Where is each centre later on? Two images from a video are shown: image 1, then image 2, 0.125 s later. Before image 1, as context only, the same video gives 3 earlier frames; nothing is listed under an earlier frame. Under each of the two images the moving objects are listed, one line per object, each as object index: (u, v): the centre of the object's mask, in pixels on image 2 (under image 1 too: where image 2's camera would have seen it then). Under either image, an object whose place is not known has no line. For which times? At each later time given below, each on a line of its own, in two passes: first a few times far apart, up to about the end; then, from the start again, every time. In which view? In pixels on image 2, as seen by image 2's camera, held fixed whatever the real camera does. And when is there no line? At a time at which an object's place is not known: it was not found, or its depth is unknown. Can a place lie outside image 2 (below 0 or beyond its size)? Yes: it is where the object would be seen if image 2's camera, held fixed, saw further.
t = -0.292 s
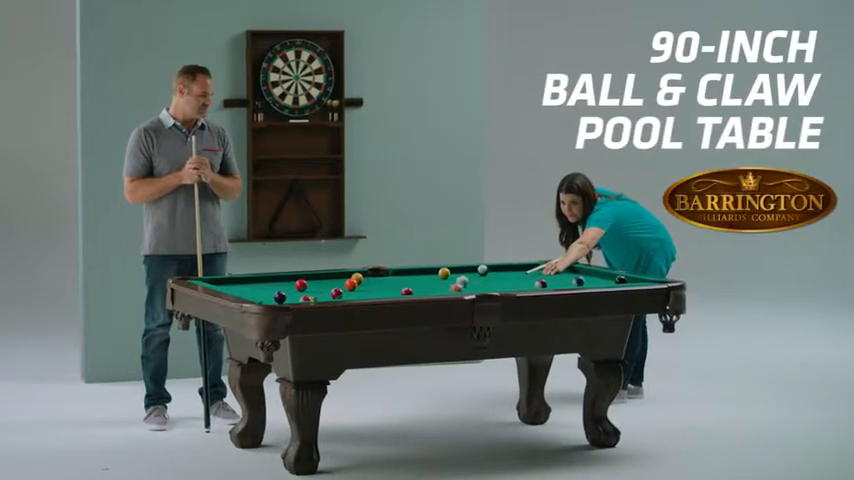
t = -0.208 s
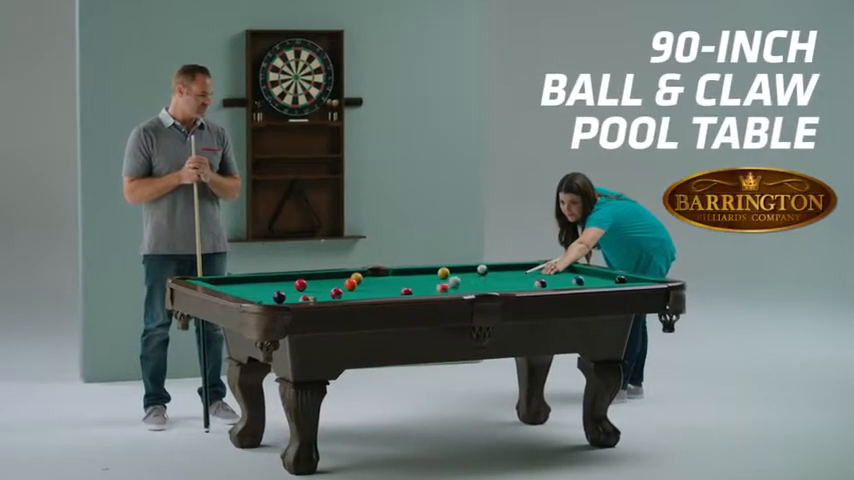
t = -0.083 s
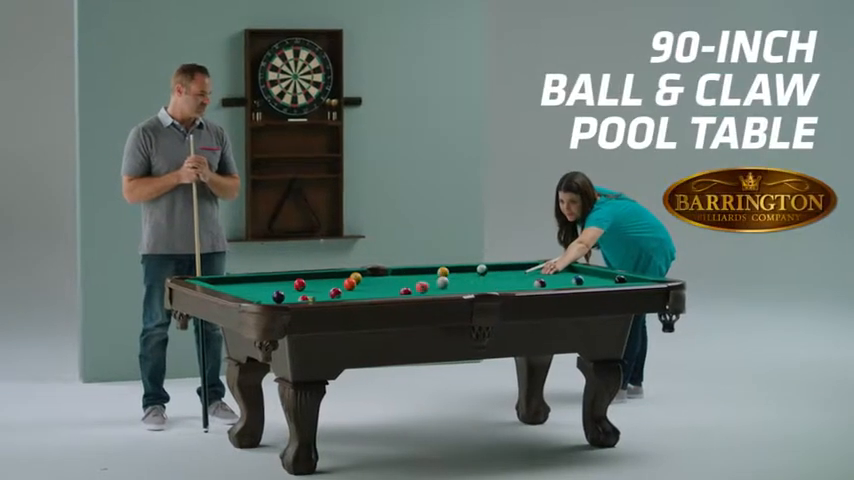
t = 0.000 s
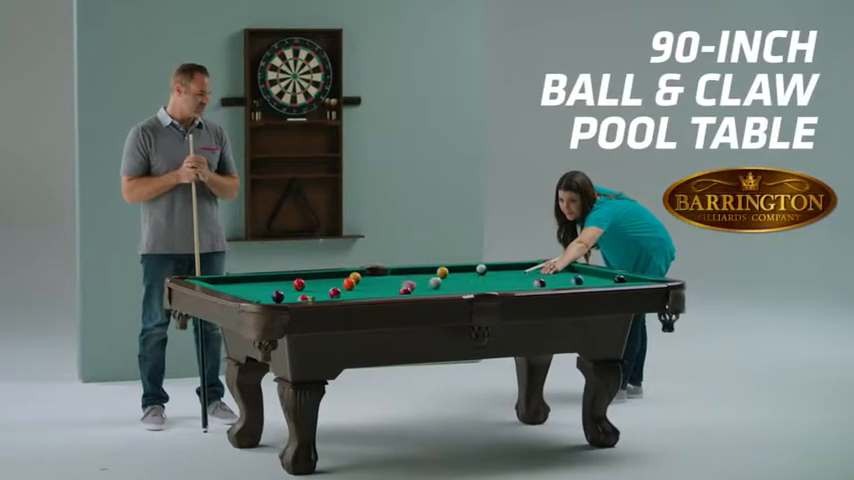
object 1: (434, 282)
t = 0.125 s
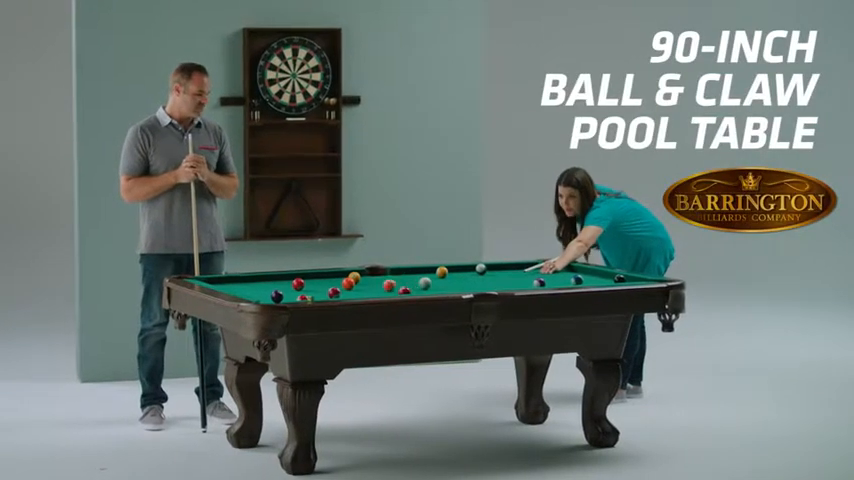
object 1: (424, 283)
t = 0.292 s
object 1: (413, 283)
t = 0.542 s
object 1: (395, 285)
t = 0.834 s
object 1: (378, 287)
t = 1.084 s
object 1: (366, 289)
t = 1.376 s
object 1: (353, 291)
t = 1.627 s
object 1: (345, 292)
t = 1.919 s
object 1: (345, 292)
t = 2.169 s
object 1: (346, 293)
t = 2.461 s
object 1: (347, 293)
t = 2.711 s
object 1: (348, 293)
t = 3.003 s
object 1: (350, 294)
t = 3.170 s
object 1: (350, 294)
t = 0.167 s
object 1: (421, 283)
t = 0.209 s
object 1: (418, 283)
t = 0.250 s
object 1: (415, 283)
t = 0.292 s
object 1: (413, 283)
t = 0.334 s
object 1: (410, 283)
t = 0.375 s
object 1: (407, 283)
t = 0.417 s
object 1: (403, 283)
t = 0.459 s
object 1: (401, 283)
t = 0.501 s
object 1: (397, 284)
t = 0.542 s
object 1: (395, 285)
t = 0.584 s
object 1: (393, 286)
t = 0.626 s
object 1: (390, 286)
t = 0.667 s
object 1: (387, 286)
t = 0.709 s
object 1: (385, 286)
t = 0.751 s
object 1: (383, 287)
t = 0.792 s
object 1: (381, 287)
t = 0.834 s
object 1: (378, 287)
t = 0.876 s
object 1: (376, 288)
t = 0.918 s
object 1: (374, 288)
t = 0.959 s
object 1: (372, 288)
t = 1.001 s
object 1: (370, 288)
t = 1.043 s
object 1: (367, 289)
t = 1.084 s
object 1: (366, 289)
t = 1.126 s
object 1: (364, 289)
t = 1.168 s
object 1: (362, 290)
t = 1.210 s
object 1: (360, 290)
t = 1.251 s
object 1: (358, 290)
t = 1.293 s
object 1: (356, 290)
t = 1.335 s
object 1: (355, 290)
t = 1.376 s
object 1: (353, 291)
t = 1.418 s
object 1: (351, 291)
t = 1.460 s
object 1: (350, 291)
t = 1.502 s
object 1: (348, 291)
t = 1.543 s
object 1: (347, 291)
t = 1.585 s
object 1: (346, 292)
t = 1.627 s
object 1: (345, 292)
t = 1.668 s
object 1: (345, 292)
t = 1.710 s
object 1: (345, 292)
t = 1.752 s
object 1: (345, 292)
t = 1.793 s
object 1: (345, 292)
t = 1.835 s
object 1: (345, 292)
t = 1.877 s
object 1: (345, 292)
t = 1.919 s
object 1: (345, 292)
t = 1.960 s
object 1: (345, 293)
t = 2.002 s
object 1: (346, 293)
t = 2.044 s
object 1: (346, 293)
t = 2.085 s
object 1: (346, 293)
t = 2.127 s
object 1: (346, 293)
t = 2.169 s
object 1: (346, 293)
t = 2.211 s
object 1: (346, 293)
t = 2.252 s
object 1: (346, 293)
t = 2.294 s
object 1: (347, 293)
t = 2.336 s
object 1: (346, 293)
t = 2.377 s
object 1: (347, 293)
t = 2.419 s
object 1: (347, 293)
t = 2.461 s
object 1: (347, 293)
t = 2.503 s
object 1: (347, 293)
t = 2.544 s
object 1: (348, 293)
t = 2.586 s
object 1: (348, 293)
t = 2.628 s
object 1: (348, 294)
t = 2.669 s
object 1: (348, 294)
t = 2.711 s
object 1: (348, 293)
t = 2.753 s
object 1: (348, 293)
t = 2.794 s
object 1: (349, 293)
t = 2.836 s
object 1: (349, 294)
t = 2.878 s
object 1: (349, 294)
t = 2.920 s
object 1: (349, 294)
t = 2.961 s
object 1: (349, 294)
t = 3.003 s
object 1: (350, 294)
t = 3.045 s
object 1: (350, 294)
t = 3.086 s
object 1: (350, 294)
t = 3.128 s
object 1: (350, 294)
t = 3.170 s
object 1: (350, 294)
